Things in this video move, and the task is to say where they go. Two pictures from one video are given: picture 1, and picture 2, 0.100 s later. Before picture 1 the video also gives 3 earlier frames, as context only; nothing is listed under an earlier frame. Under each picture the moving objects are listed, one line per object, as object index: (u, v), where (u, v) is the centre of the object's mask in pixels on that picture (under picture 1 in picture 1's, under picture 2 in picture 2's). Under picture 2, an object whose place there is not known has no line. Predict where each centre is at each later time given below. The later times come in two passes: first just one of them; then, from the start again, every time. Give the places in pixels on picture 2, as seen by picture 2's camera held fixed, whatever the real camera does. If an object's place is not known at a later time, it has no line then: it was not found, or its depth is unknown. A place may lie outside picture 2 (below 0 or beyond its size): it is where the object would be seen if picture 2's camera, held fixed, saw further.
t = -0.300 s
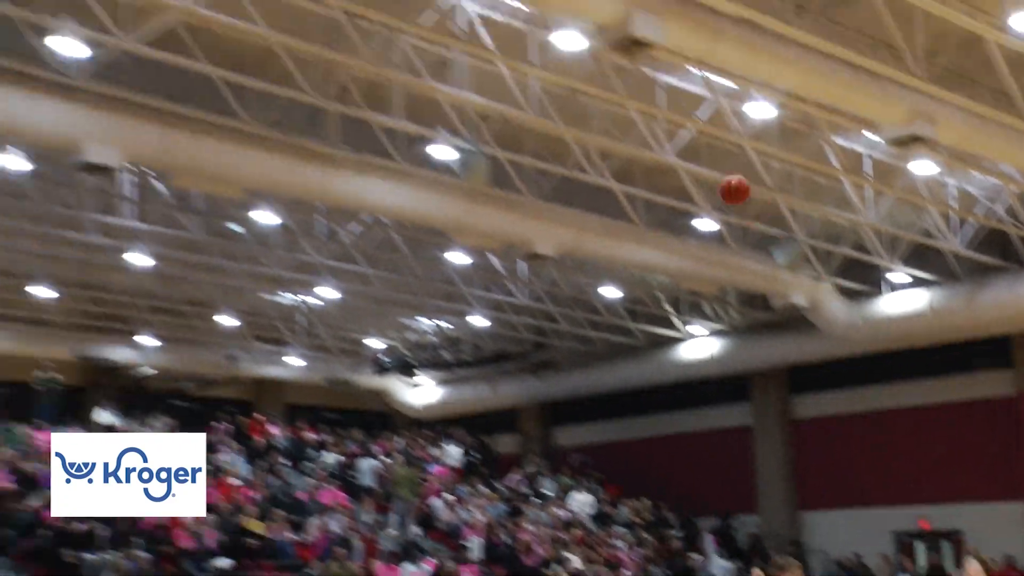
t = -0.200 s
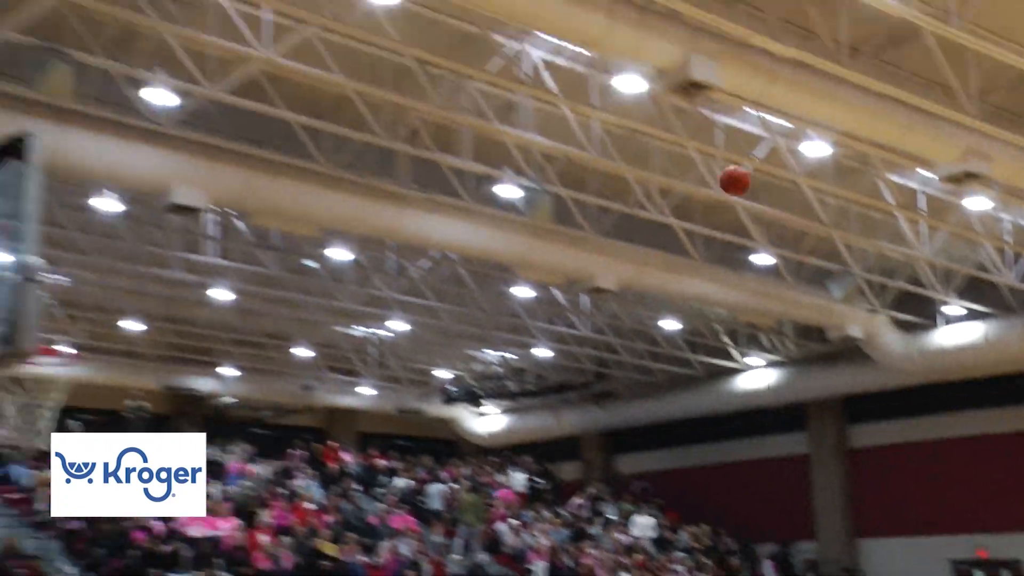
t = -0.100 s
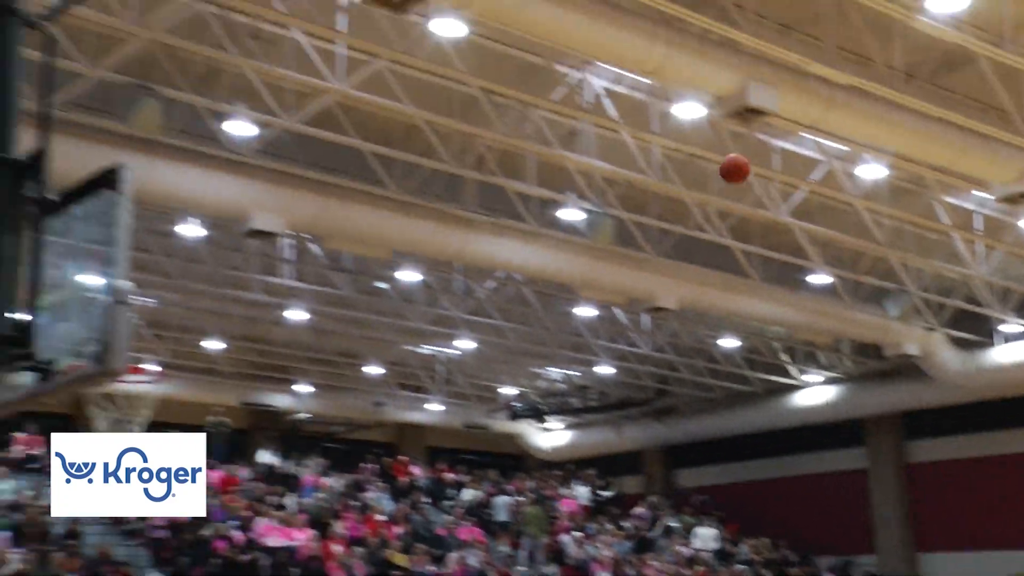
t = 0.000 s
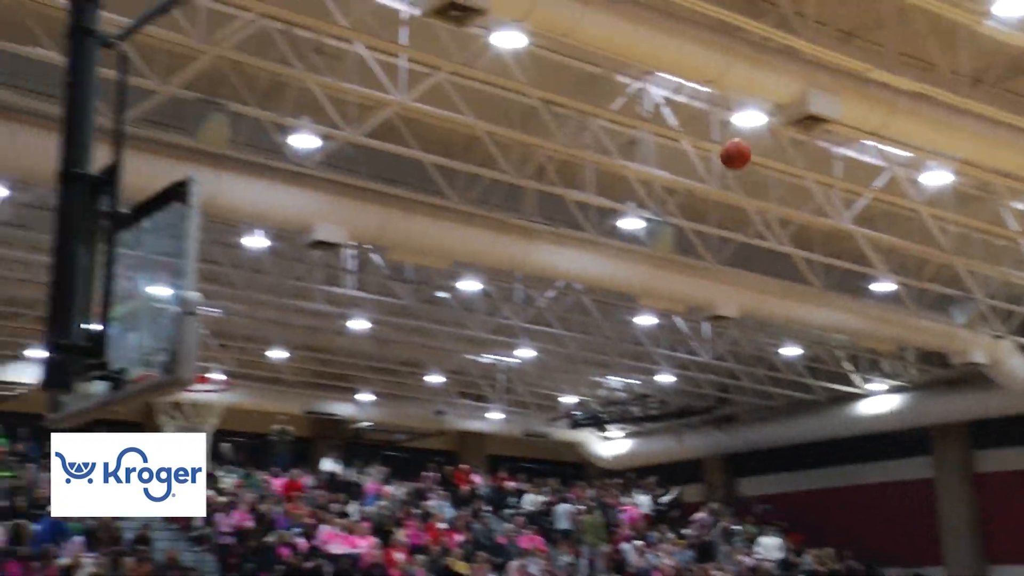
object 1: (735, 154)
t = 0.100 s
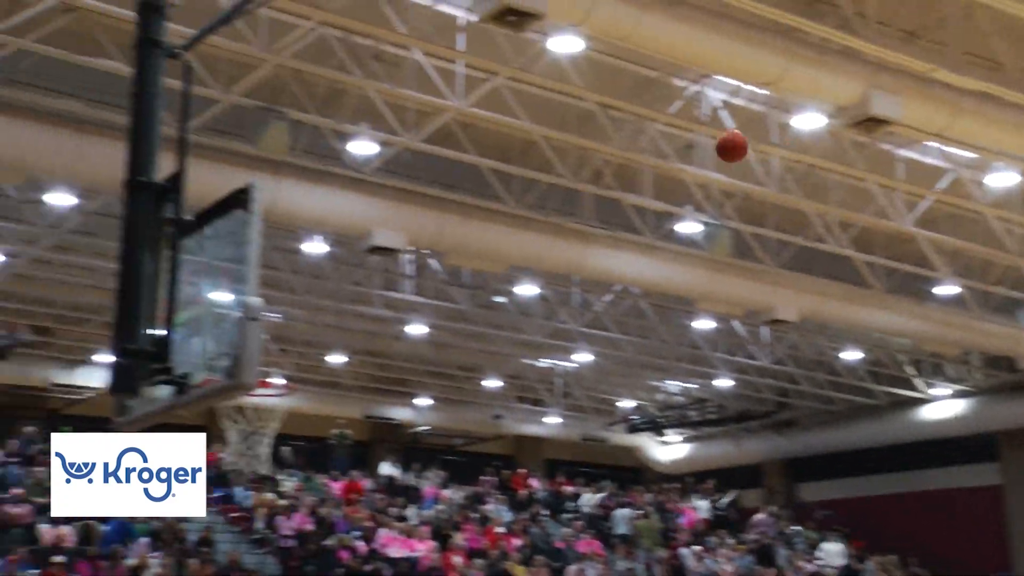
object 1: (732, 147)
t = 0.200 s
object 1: (664, 147)
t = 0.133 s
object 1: (709, 146)
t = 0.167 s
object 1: (687, 146)
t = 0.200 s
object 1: (664, 147)
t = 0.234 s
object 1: (641, 150)
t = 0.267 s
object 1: (617, 154)
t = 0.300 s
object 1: (593, 161)
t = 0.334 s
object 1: (568, 169)
